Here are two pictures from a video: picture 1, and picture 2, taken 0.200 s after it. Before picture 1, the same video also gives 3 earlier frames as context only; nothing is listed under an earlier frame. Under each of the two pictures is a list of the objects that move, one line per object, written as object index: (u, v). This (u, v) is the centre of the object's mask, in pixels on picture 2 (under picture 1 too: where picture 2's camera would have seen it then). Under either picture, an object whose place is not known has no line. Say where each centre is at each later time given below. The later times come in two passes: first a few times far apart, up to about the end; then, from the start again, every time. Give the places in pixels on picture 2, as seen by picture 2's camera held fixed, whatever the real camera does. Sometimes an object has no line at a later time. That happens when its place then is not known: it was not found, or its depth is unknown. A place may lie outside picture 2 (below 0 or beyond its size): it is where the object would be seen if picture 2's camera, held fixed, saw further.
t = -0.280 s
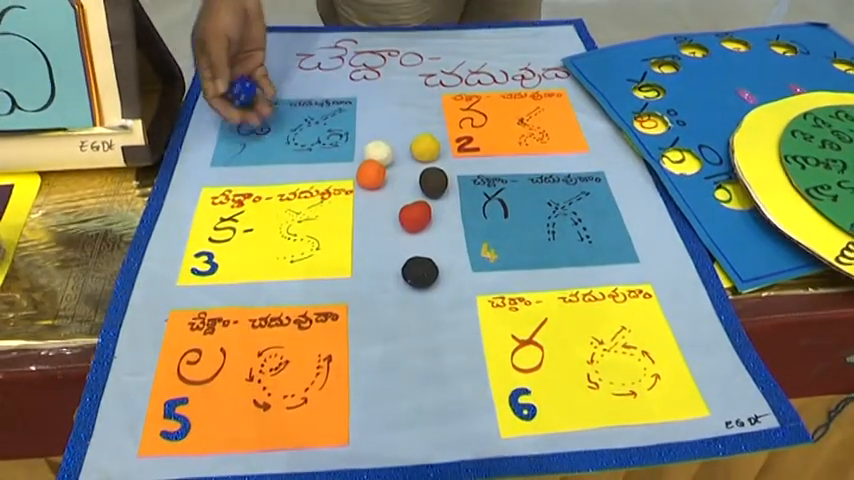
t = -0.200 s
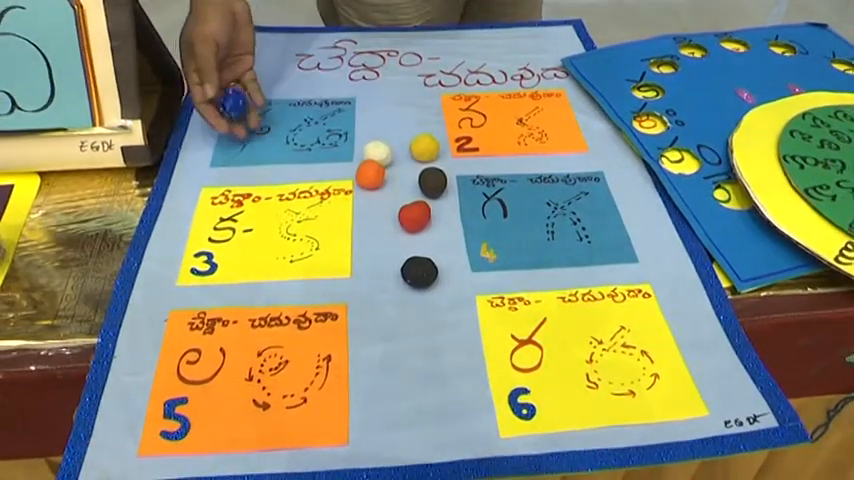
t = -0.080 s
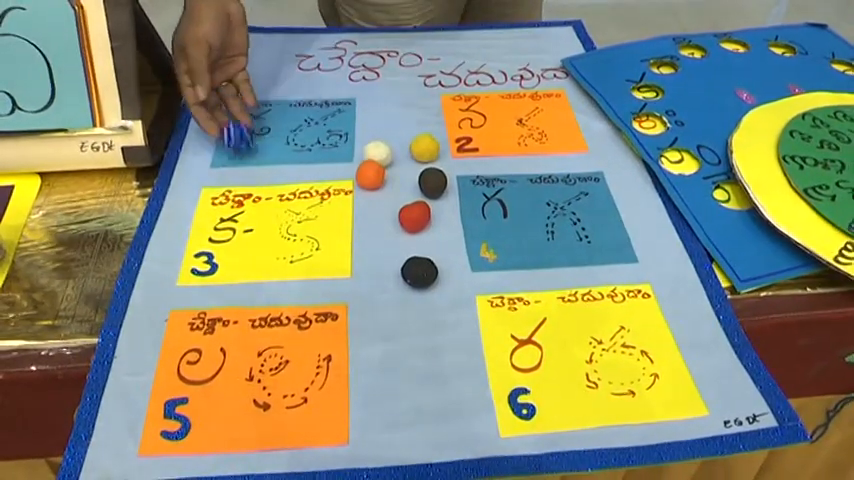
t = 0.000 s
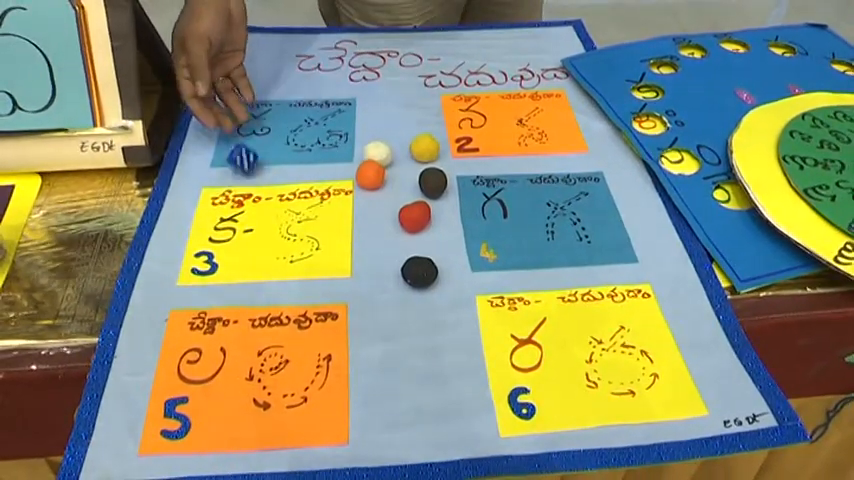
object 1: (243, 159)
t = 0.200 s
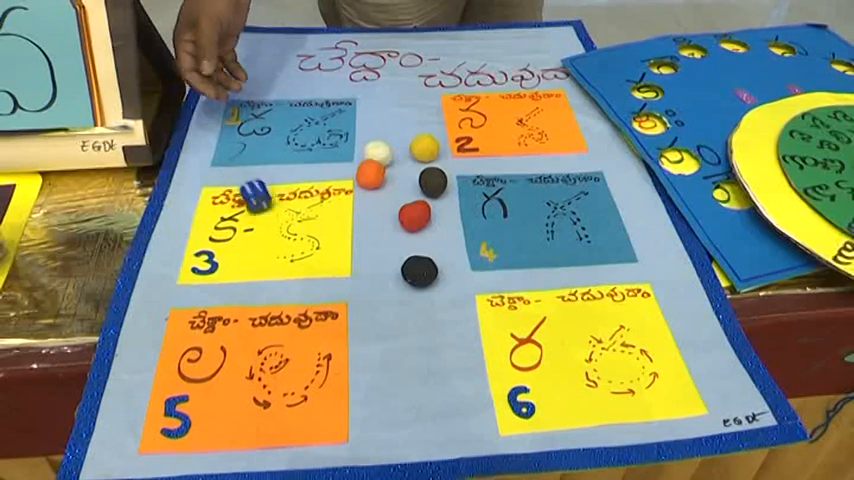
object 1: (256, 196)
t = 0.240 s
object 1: (262, 196)
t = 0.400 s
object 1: (279, 210)
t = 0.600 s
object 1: (283, 229)
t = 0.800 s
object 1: (295, 249)
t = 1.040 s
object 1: (291, 249)
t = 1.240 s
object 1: (291, 249)
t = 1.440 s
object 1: (291, 249)
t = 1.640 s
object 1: (291, 249)
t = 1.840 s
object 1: (290, 250)
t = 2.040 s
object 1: (291, 249)
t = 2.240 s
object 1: (290, 249)
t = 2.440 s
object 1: (290, 249)
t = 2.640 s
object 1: (290, 250)
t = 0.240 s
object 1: (262, 196)
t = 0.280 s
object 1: (267, 198)
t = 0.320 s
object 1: (272, 201)
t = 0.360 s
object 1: (277, 205)
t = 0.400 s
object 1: (279, 210)
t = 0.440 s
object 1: (279, 214)
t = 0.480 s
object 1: (279, 217)
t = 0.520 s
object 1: (280, 222)
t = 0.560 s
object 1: (282, 226)
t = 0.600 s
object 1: (283, 229)
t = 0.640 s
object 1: (283, 233)
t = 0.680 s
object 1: (284, 238)
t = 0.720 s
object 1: (285, 243)
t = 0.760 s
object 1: (289, 247)
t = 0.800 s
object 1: (295, 249)
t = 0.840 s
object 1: (300, 248)
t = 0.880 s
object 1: (302, 246)
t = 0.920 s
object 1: (301, 246)
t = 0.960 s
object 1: (296, 247)
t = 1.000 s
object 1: (292, 249)
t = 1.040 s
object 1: (291, 249)
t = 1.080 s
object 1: (291, 249)
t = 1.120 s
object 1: (291, 250)
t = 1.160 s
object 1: (291, 250)
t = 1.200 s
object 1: (291, 250)
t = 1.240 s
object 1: (291, 249)
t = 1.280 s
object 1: (291, 250)
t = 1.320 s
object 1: (291, 250)
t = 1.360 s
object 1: (291, 250)
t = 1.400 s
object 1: (291, 249)
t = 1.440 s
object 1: (291, 249)
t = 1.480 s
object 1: (291, 249)
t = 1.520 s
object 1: (291, 249)
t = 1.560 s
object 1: (291, 249)
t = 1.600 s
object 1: (291, 249)
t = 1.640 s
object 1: (291, 249)
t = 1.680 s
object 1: (290, 249)
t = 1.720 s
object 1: (291, 250)
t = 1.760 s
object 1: (291, 250)
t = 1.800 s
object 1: (291, 250)
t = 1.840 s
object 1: (290, 250)
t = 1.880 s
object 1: (290, 249)
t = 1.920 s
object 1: (290, 249)
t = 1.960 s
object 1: (291, 249)
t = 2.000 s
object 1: (290, 249)
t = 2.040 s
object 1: (291, 249)
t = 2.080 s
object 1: (291, 249)
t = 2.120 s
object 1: (290, 249)
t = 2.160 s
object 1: (291, 249)
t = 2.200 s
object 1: (291, 249)
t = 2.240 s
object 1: (290, 249)
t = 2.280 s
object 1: (291, 249)
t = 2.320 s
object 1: (291, 249)
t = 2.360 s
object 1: (290, 249)
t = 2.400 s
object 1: (290, 250)
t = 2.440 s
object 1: (290, 249)
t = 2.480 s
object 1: (291, 249)
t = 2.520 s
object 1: (290, 249)
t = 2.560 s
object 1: (291, 249)
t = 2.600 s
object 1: (290, 250)
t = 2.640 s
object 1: (290, 250)
